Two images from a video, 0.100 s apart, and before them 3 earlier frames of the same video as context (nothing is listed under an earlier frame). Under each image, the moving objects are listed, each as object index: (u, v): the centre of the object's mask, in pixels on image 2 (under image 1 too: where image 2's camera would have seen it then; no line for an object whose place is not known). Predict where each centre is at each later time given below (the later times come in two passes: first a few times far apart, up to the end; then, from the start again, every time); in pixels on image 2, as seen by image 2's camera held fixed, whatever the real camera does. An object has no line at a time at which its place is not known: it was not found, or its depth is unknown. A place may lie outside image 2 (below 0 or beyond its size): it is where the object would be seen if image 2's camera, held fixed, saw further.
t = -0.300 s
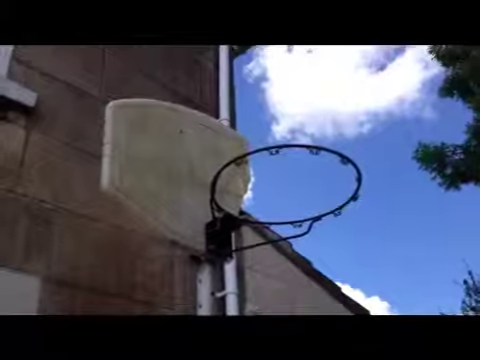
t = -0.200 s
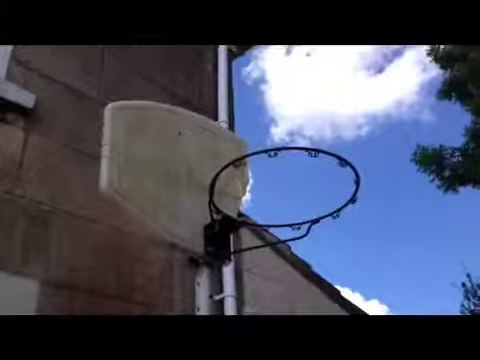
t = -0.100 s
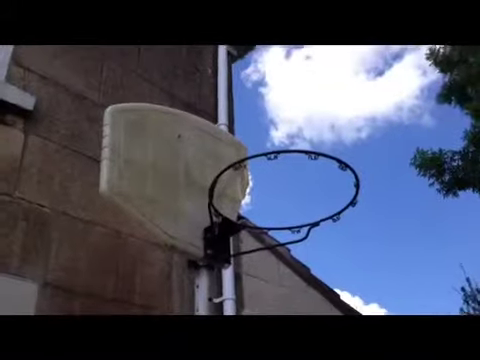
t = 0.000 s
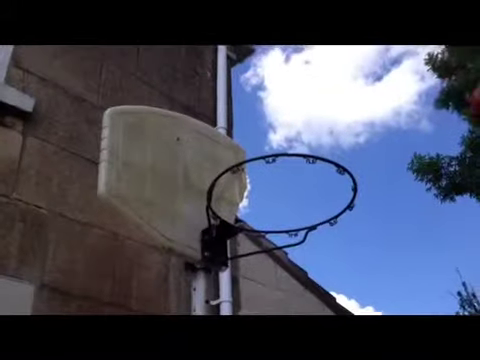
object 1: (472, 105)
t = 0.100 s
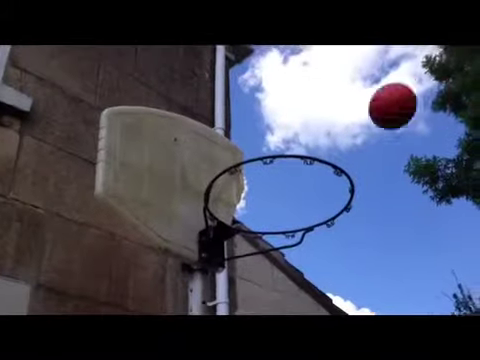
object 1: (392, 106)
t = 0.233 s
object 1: (299, 144)
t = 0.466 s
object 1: (311, 204)
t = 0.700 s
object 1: (261, 181)
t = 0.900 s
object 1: (249, 292)
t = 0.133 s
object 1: (365, 112)
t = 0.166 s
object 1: (341, 121)
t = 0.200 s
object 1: (319, 132)
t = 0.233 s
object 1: (299, 144)
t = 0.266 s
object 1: (280, 158)
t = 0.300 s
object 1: (263, 175)
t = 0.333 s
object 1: (248, 191)
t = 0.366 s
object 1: (261, 191)
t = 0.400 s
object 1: (277, 192)
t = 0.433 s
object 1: (293, 197)
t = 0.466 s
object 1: (311, 204)
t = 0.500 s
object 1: (319, 200)
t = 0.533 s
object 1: (321, 190)
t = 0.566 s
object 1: (324, 184)
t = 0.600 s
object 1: (324, 178)
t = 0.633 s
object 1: (302, 177)
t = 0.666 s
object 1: (282, 177)
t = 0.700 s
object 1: (261, 181)
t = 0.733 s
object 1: (241, 189)
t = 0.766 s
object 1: (229, 201)
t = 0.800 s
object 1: (230, 218)
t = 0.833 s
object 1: (235, 241)
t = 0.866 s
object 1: (242, 266)
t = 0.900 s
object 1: (249, 292)
